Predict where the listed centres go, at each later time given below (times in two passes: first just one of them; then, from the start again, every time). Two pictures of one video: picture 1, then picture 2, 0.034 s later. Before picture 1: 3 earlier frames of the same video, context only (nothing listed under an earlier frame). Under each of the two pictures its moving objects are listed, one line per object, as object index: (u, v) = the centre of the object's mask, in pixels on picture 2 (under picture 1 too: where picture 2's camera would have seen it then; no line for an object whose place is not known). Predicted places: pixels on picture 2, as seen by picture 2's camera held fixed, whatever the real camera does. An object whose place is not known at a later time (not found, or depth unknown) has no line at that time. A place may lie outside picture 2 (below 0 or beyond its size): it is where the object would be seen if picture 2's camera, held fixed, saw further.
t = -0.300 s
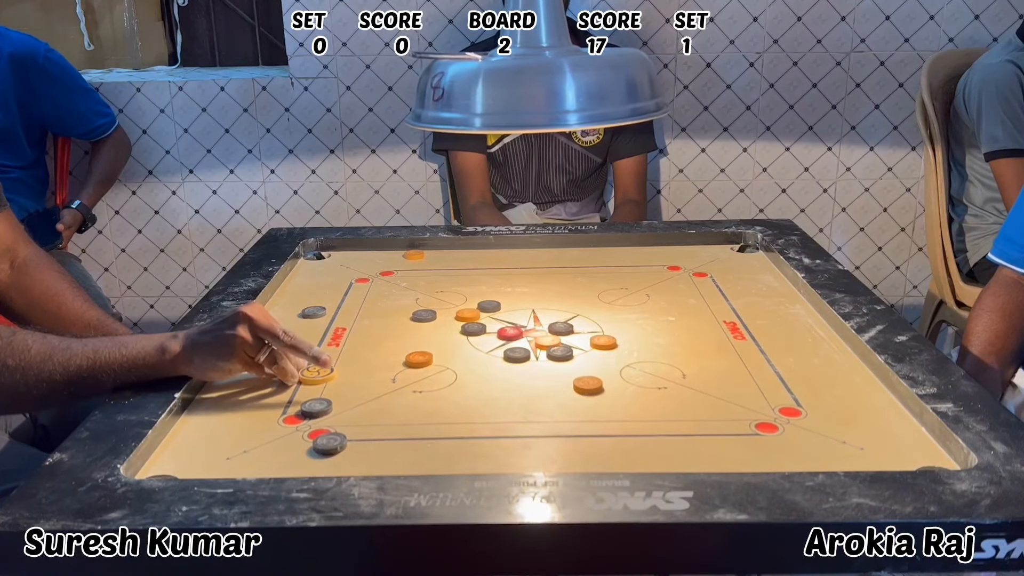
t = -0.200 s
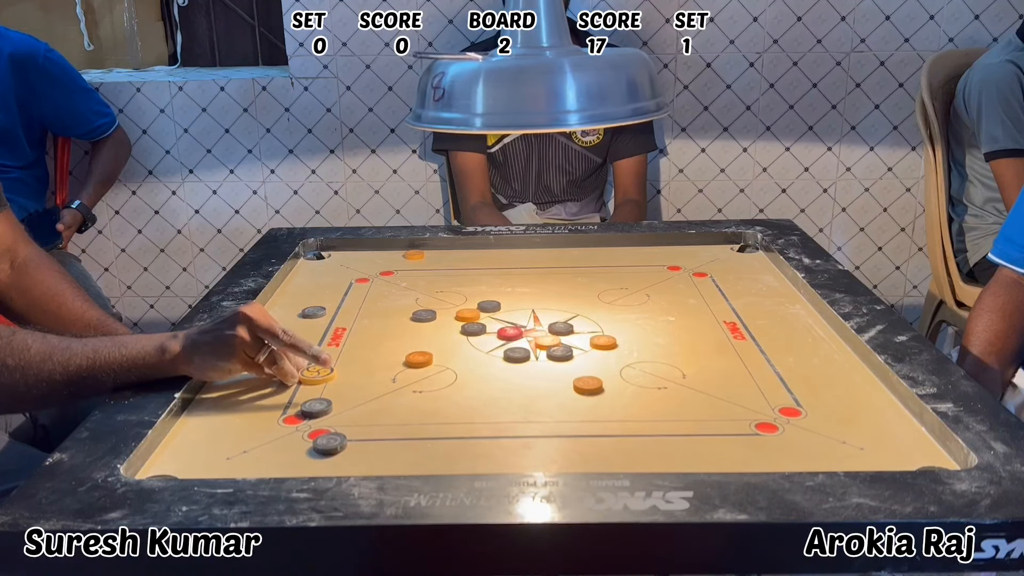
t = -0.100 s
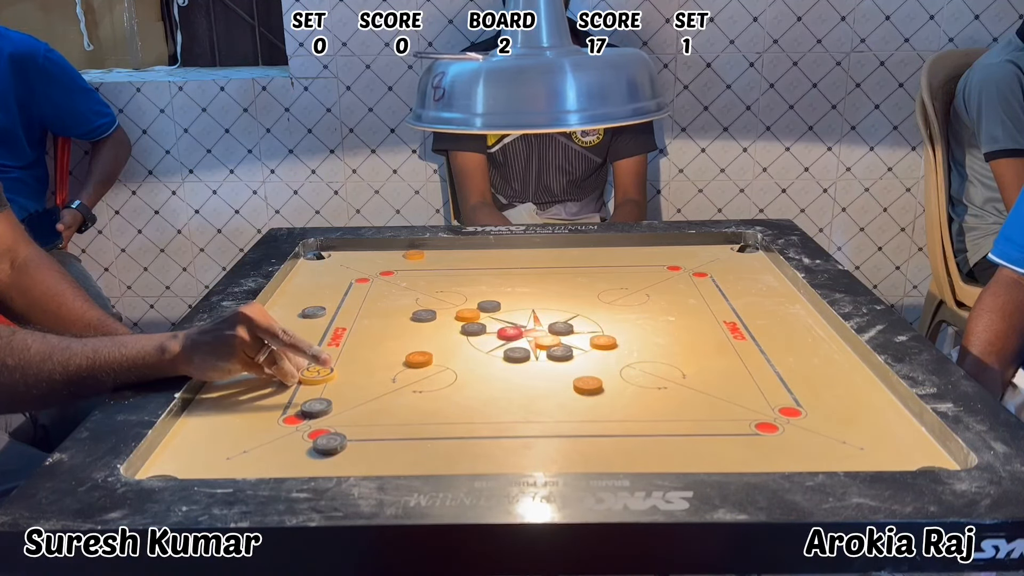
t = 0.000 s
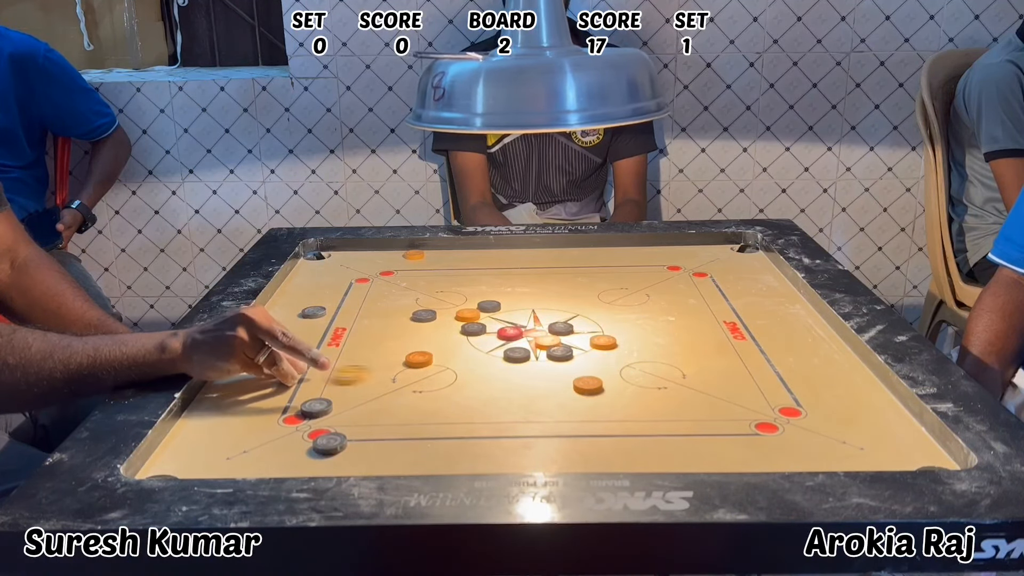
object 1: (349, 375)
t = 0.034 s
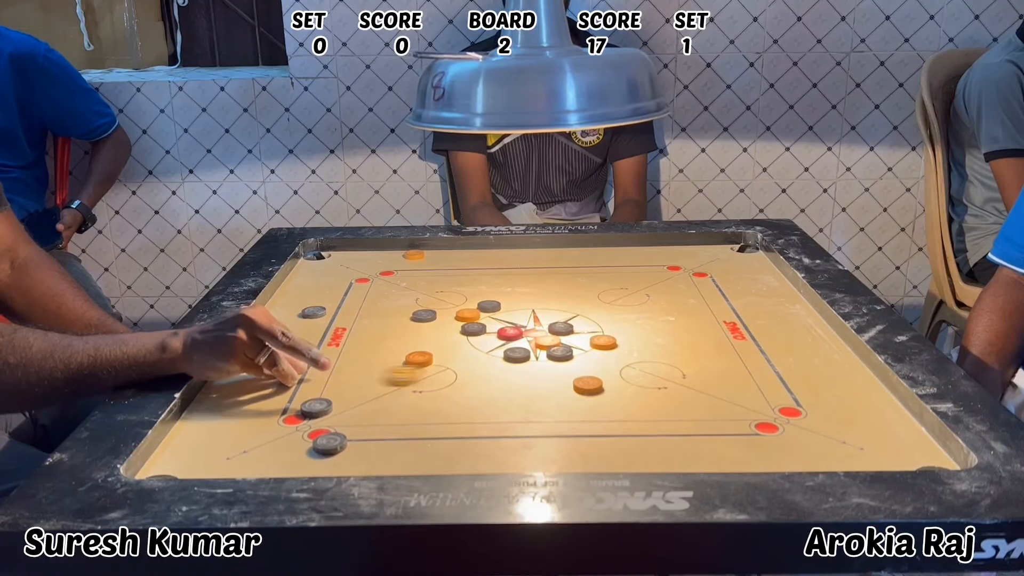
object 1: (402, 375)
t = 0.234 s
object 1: (647, 372)
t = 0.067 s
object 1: (456, 376)
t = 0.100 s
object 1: (506, 377)
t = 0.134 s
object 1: (558, 378)
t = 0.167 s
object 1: (590, 376)
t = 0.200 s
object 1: (619, 374)
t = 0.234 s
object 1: (647, 372)
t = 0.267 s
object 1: (673, 370)
